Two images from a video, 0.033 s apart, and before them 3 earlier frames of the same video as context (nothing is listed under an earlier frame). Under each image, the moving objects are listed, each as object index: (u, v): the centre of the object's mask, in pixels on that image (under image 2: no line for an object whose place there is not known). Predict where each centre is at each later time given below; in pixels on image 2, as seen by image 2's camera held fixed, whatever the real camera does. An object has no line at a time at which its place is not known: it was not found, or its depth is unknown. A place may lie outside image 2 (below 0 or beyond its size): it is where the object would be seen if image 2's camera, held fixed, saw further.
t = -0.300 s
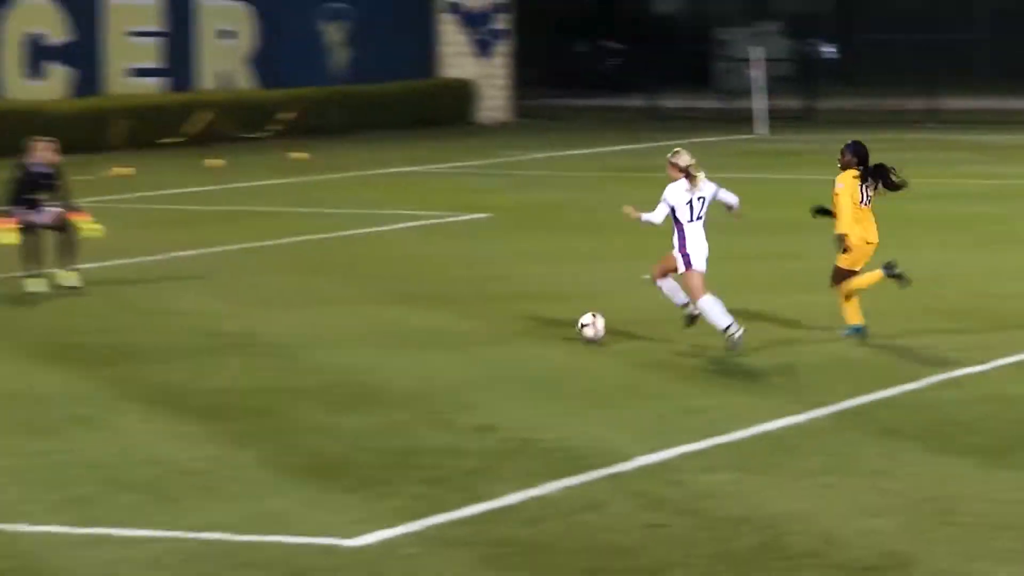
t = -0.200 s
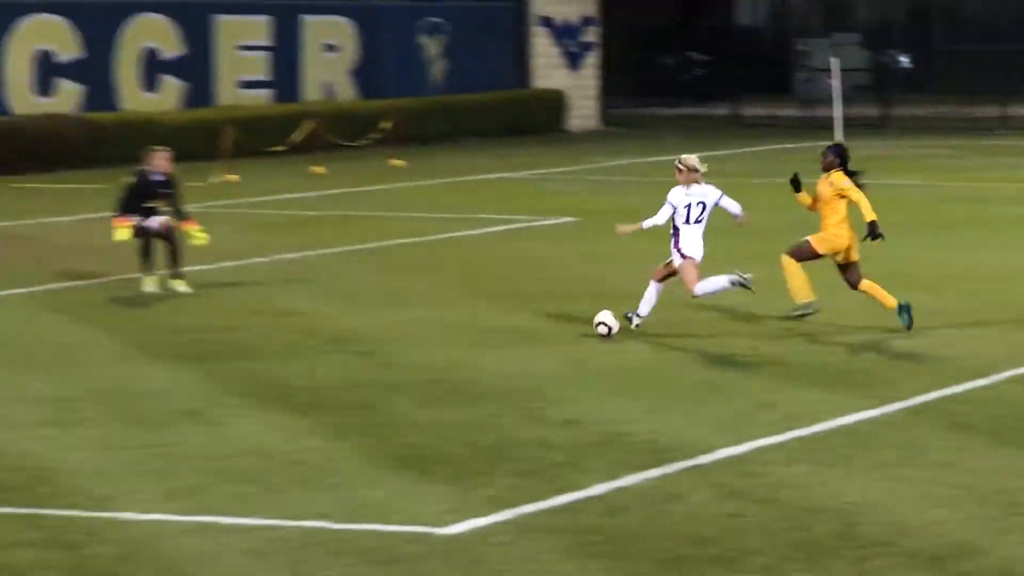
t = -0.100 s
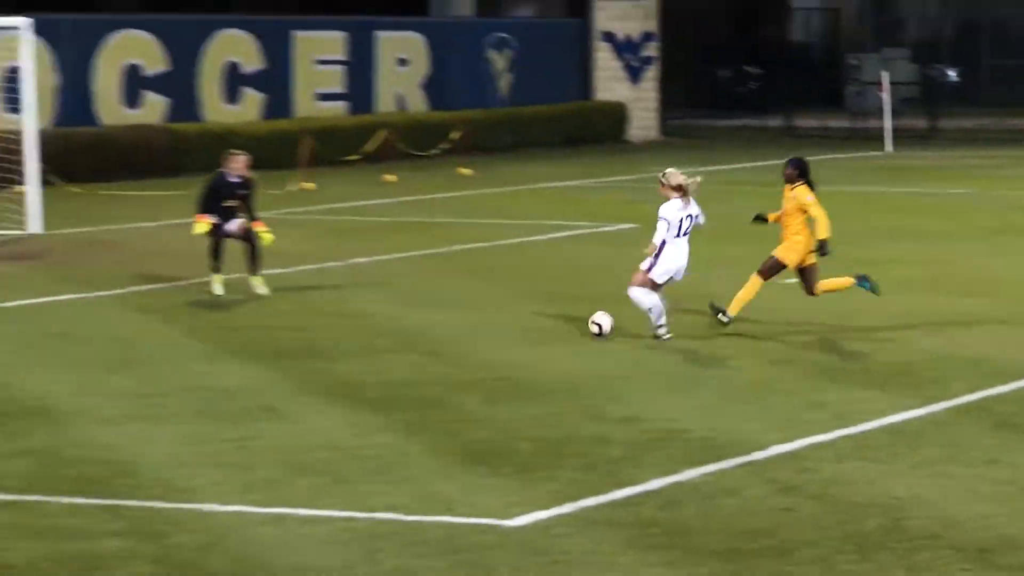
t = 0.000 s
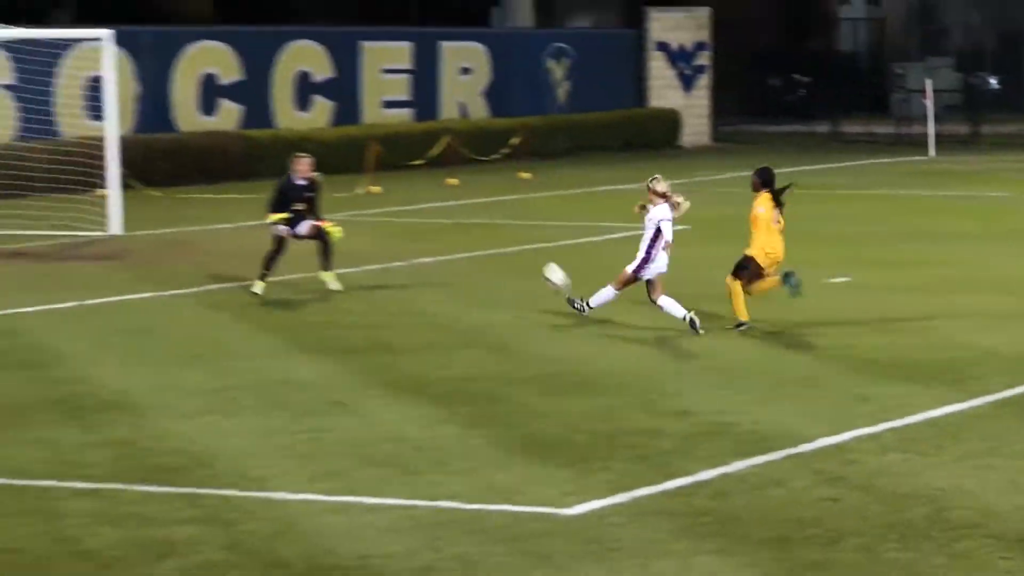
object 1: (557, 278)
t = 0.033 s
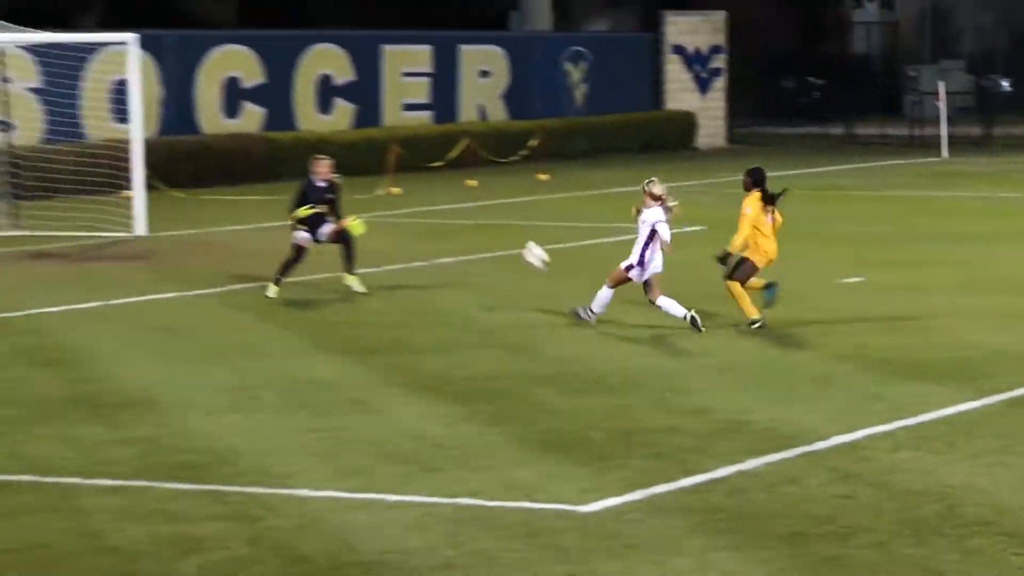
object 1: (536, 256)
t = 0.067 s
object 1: (499, 234)
